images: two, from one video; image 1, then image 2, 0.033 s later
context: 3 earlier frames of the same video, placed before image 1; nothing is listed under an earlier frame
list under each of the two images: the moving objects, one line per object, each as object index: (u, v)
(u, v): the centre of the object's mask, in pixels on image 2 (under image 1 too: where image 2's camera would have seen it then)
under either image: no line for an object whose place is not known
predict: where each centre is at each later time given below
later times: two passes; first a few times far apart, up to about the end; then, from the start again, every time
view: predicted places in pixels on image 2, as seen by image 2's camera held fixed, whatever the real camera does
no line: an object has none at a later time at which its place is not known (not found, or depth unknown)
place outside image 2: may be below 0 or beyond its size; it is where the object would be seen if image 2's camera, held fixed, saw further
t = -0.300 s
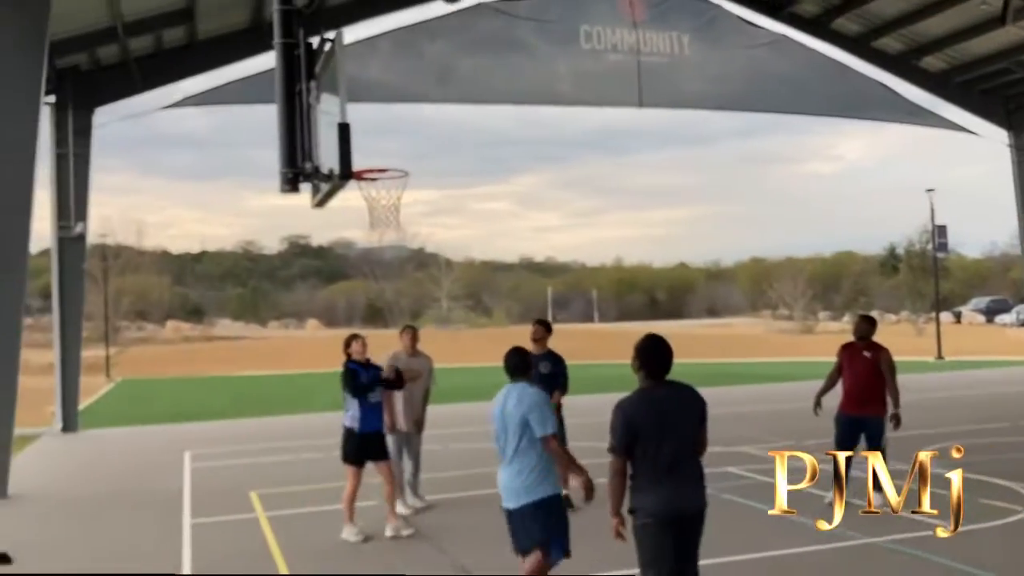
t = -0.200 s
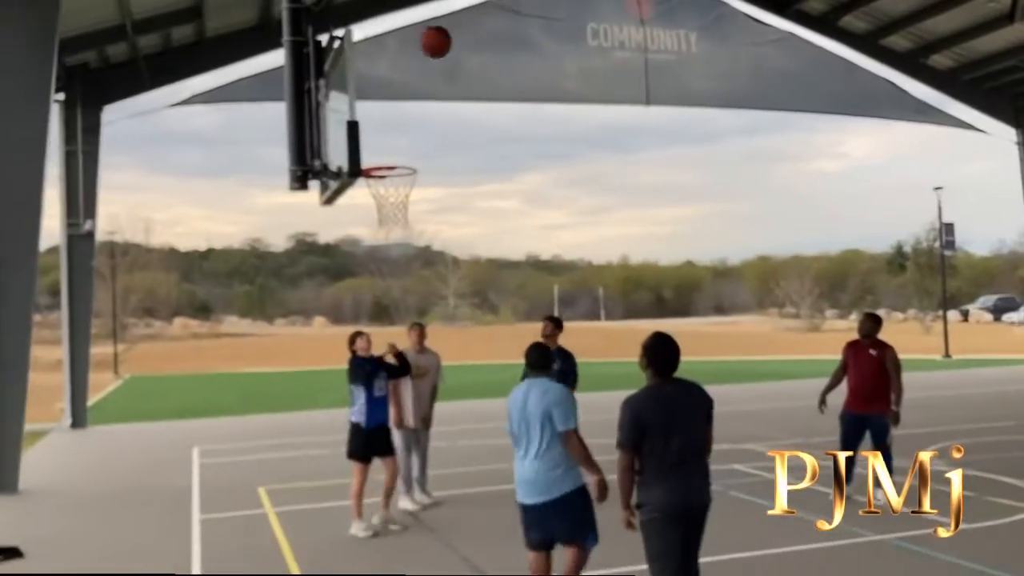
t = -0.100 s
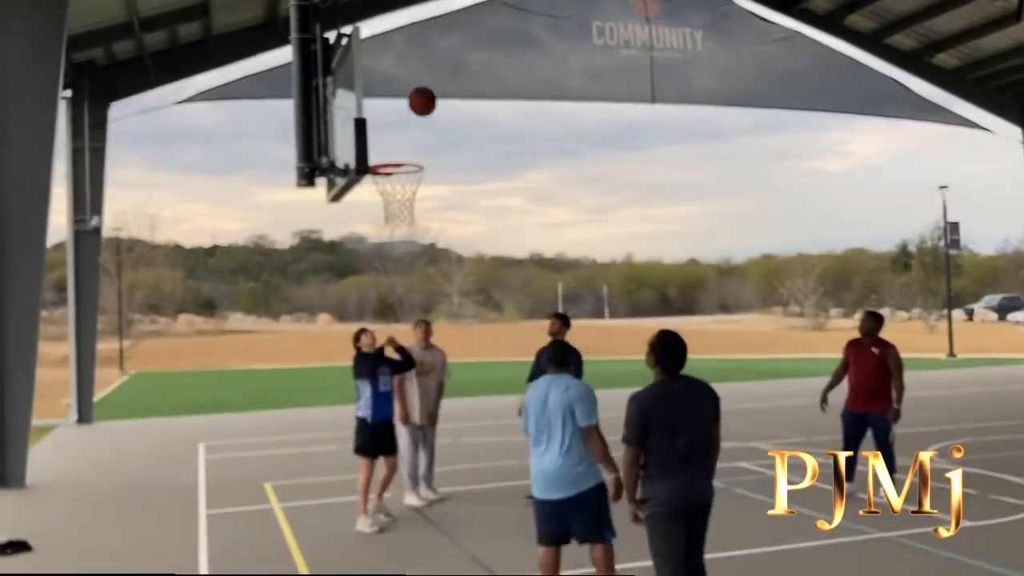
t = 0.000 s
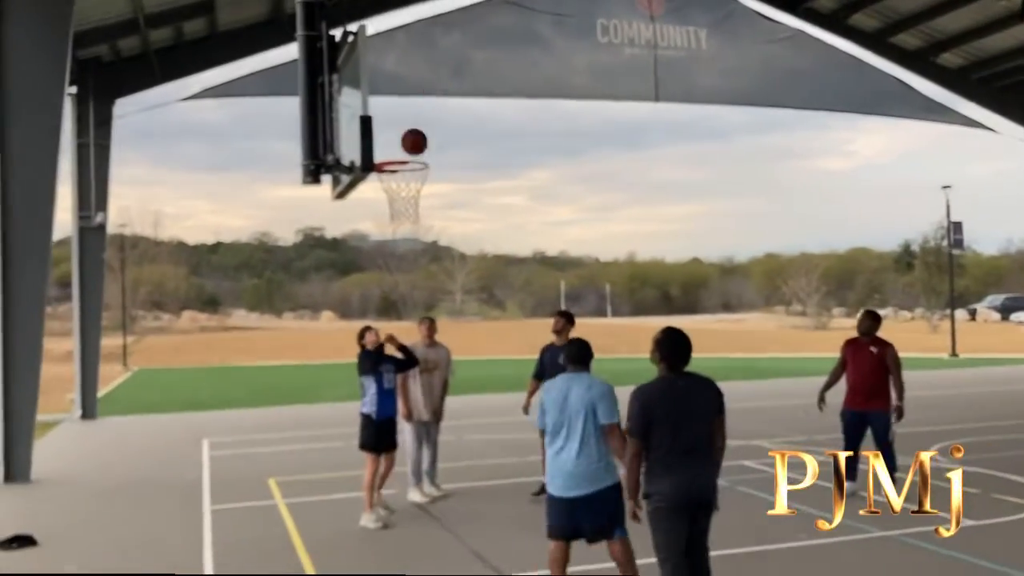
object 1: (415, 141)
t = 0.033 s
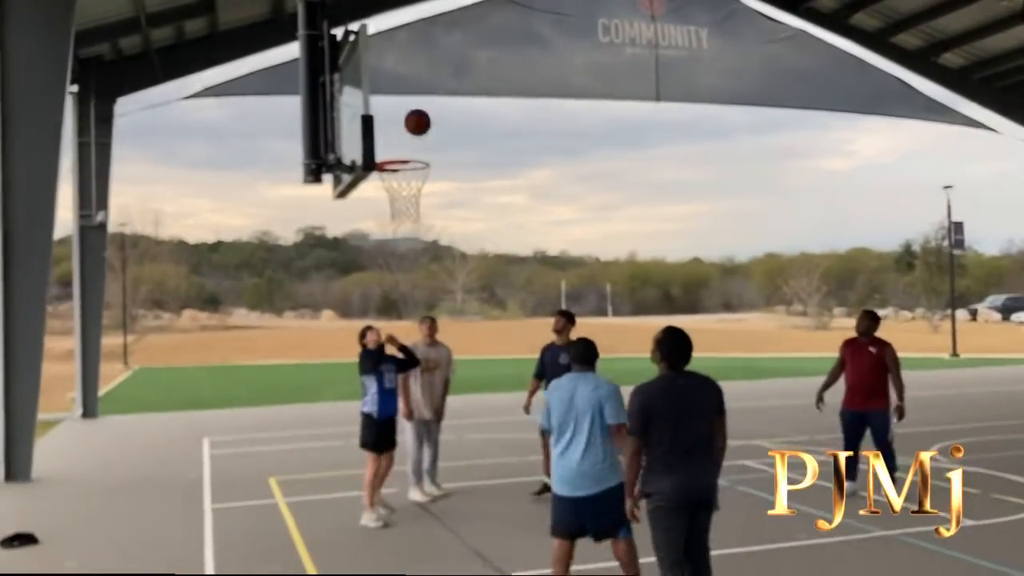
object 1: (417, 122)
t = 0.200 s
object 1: (429, 46)
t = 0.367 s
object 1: (442, 9)
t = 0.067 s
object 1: (419, 104)
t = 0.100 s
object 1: (422, 87)
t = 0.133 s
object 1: (424, 73)
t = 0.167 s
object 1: (426, 59)
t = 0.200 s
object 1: (429, 46)
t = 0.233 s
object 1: (431, 35)
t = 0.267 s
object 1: (434, 26)
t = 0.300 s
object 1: (436, 17)
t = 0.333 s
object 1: (439, 12)
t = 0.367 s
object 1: (442, 9)
